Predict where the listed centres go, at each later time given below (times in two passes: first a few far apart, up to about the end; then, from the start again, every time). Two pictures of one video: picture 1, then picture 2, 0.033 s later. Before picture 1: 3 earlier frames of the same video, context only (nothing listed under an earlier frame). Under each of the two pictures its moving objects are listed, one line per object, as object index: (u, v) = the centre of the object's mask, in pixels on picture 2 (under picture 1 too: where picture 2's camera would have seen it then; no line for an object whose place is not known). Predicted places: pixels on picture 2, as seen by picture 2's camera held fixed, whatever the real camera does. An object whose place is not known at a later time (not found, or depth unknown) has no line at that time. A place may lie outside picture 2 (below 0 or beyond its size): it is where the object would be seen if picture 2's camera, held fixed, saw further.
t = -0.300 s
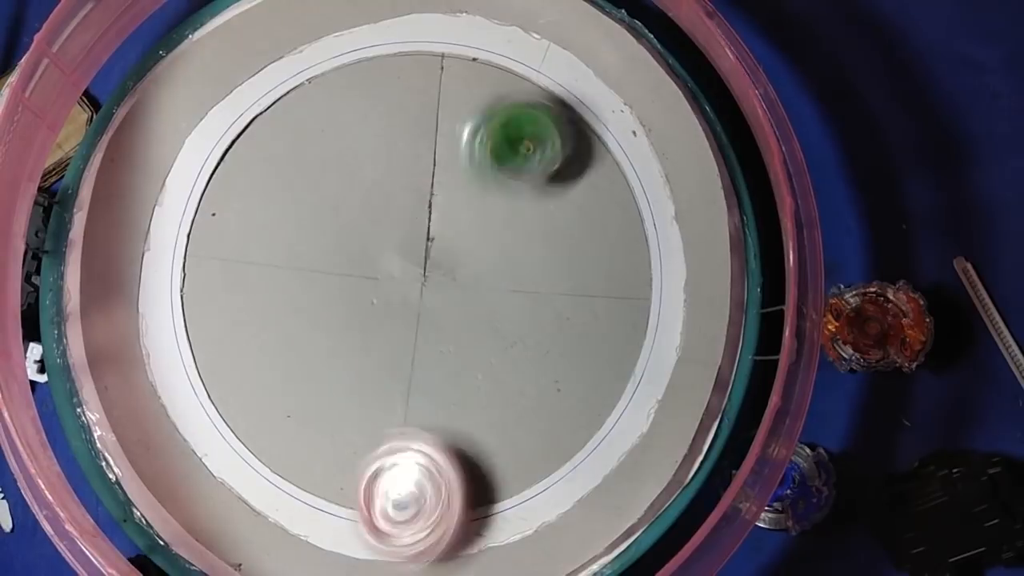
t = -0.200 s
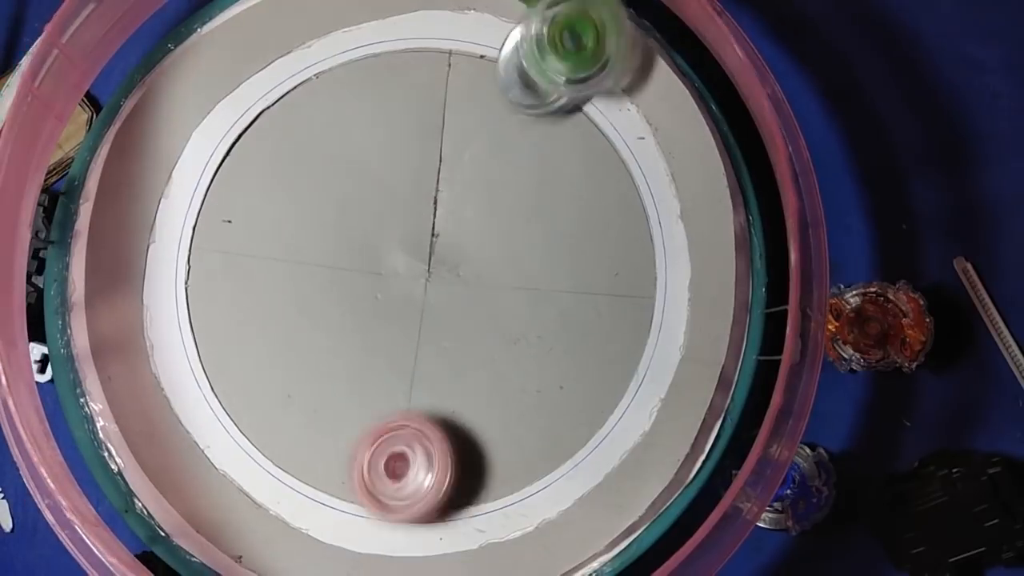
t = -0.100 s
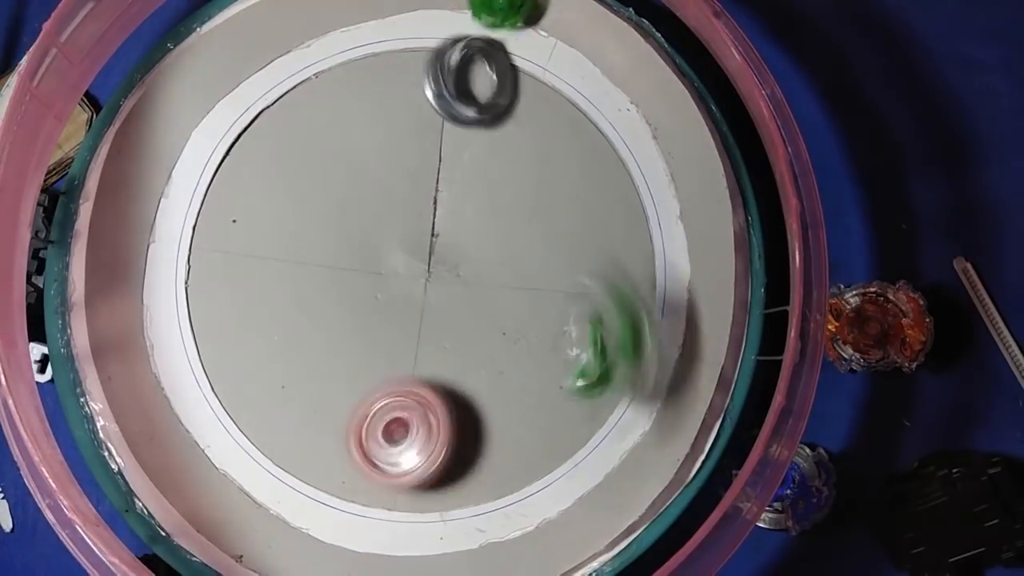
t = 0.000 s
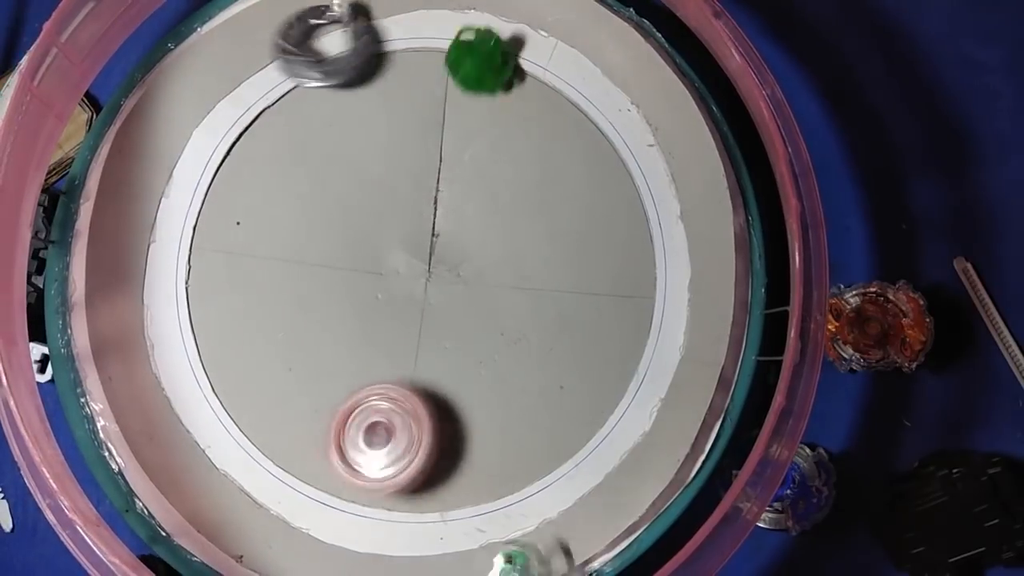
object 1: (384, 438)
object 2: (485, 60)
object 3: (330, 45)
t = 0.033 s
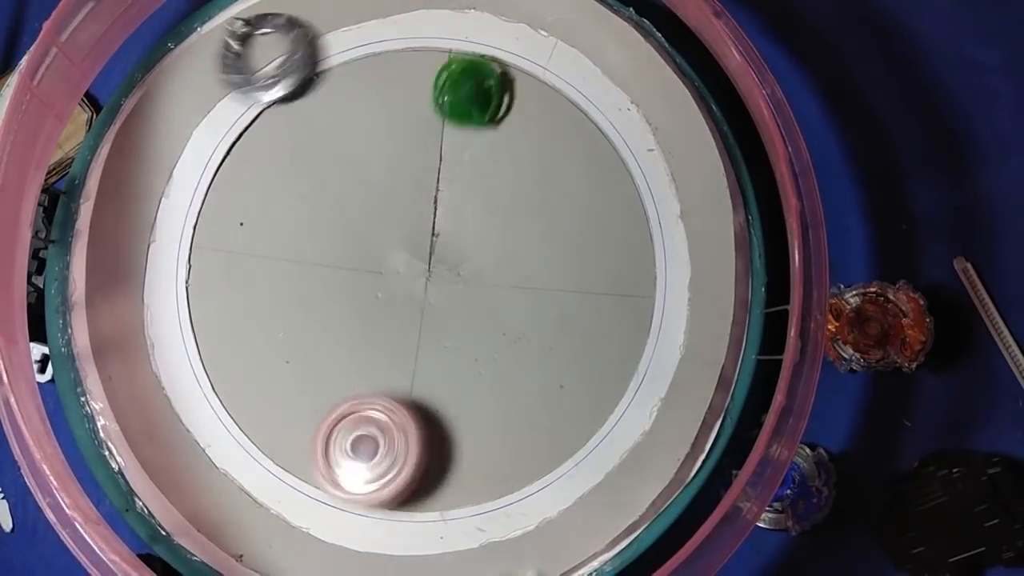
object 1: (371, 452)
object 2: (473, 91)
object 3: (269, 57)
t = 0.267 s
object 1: (283, 439)
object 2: (339, 266)
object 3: (182, 232)
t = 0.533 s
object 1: (163, 396)
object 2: (272, 249)
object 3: (186, 233)
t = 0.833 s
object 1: (107, 309)
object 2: (312, 257)
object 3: (252, 186)
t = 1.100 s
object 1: (253, 340)
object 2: (340, 309)
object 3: (360, 163)
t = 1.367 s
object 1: (420, 286)
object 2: (741, 204)
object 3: (360, 163)
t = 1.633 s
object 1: (478, 133)
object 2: (634, 200)
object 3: (360, 163)
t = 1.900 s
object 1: (404, 92)
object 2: (372, 314)
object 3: (358, 167)
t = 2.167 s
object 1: (461, 251)
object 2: (260, 317)
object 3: (318, 146)
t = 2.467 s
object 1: (513, 314)
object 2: (269, 321)
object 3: (318, 146)
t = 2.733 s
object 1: (451, 283)
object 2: (265, 283)
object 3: (318, 146)
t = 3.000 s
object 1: (341, 260)
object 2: (264, 294)
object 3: (318, 146)
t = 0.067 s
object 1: (351, 468)
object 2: (453, 126)
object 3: (218, 81)
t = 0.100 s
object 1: (325, 485)
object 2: (436, 153)
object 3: (188, 112)
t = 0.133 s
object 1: (322, 472)
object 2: (421, 178)
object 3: (167, 156)
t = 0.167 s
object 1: (320, 456)
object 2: (403, 201)
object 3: (160, 191)
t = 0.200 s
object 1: (313, 445)
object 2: (381, 223)
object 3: (160, 210)
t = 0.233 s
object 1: (301, 438)
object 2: (360, 246)
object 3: (168, 225)
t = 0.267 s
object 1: (283, 439)
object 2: (339, 266)
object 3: (182, 232)
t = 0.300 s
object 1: (262, 439)
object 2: (322, 278)
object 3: (186, 234)
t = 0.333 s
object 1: (247, 440)
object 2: (306, 287)
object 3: (187, 234)
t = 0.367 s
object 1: (233, 442)
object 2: (295, 290)
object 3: (187, 234)
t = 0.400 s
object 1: (216, 440)
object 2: (286, 286)
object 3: (187, 234)
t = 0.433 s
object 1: (197, 433)
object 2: (281, 280)
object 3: (187, 234)
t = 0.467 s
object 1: (180, 423)
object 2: (277, 273)
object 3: (187, 234)
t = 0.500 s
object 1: (177, 411)
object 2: (275, 263)
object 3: (187, 234)
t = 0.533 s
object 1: (163, 396)
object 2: (272, 249)
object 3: (186, 233)
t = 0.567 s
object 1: (163, 384)
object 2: (266, 237)
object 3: (184, 234)
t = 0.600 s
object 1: (168, 379)
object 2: (264, 228)
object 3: (183, 234)
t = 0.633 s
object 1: (166, 367)
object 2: (267, 220)
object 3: (185, 234)
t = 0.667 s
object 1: (157, 349)
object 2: (272, 219)
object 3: (186, 234)
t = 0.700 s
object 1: (153, 331)
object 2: (276, 222)
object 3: (187, 234)
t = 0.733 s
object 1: (146, 312)
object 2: (283, 229)
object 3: (188, 230)
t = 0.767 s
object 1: (143, 296)
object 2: (291, 237)
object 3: (198, 214)
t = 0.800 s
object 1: (122, 295)
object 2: (302, 247)
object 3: (209, 215)
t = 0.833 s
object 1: (107, 309)
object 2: (312, 257)
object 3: (252, 186)
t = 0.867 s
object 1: (103, 323)
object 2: (318, 269)
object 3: (293, 168)
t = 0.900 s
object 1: (116, 335)
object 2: (323, 283)
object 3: (315, 157)
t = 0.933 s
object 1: (134, 346)
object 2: (327, 294)
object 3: (340, 156)
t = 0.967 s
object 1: (150, 350)
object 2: (330, 301)
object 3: (353, 159)
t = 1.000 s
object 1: (173, 354)
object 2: (330, 306)
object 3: (358, 162)
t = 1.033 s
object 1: (195, 349)
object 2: (330, 310)
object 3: (359, 163)
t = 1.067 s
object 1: (225, 346)
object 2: (330, 311)
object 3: (359, 163)
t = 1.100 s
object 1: (253, 340)
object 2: (340, 309)
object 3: (360, 163)
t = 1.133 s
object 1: (266, 336)
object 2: (415, 298)
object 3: (360, 163)
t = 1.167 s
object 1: (287, 332)
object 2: (501, 284)
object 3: (360, 163)
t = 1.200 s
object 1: (305, 326)
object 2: (577, 266)
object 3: (360, 163)
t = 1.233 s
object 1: (325, 320)
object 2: (647, 249)
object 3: (360, 163)
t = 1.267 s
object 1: (348, 313)
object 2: (705, 233)
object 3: (360, 163)
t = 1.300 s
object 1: (372, 305)
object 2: (725, 218)
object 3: (360, 163)
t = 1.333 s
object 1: (396, 296)
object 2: (737, 211)
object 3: (360, 163)
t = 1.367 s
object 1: (420, 286)
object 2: (741, 204)
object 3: (360, 163)
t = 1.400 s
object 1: (435, 271)
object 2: (740, 204)
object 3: (360, 163)
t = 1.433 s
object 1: (448, 259)
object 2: (740, 200)
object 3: (360, 163)
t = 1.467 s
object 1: (464, 243)
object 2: (737, 193)
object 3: (360, 163)
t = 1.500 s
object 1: (474, 223)
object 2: (731, 189)
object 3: (360, 163)
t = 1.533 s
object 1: (477, 199)
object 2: (717, 187)
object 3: (360, 163)
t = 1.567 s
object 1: (479, 177)
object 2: (695, 190)
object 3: (360, 163)
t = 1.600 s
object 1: (480, 154)
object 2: (667, 193)
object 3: (360, 163)
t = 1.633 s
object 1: (478, 133)
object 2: (634, 200)
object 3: (360, 163)
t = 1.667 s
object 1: (474, 114)
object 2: (603, 214)
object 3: (360, 163)
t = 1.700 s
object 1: (468, 100)
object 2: (572, 227)
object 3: (360, 163)
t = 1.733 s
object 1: (461, 84)
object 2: (532, 242)
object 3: (360, 163)
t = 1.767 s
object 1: (451, 69)
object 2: (495, 259)
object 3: (360, 163)
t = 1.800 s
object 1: (438, 61)
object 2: (461, 275)
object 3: (360, 163)
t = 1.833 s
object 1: (426, 66)
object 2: (429, 290)
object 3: (360, 163)
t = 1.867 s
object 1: (417, 77)
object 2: (400, 303)
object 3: (360, 163)
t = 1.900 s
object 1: (404, 92)
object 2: (372, 314)
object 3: (358, 167)
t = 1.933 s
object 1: (402, 110)
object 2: (346, 322)
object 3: (342, 176)
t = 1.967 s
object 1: (417, 137)
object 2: (325, 326)
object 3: (329, 150)
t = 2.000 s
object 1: (424, 167)
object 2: (303, 328)
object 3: (320, 148)
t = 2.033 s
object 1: (427, 195)
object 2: (288, 329)
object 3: (317, 146)
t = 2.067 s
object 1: (437, 214)
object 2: (277, 327)
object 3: (317, 146)
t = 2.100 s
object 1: (443, 228)
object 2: (267, 322)
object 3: (318, 146)
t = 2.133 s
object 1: (452, 239)
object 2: (260, 317)
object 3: (318, 146)
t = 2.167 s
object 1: (461, 251)
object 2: (260, 317)
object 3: (318, 146)
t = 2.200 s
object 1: (470, 265)
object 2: (265, 320)
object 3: (318, 146)
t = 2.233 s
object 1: (479, 274)
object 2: (268, 323)
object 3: (317, 146)
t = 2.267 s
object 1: (491, 283)
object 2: (268, 323)
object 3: (318, 146)
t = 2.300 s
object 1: (498, 291)
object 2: (268, 323)
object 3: (318, 146)
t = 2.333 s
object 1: (504, 298)
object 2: (268, 323)
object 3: (318, 146)
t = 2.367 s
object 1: (509, 304)
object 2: (268, 323)
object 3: (318, 146)
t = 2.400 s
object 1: (513, 309)
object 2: (268, 322)
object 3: (318, 146)
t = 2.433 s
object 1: (514, 313)
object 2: (269, 322)
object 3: (318, 146)
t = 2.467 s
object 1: (513, 314)
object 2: (269, 321)
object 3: (318, 146)
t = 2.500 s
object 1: (512, 315)
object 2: (271, 320)
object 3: (318, 146)
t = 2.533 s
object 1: (506, 314)
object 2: (273, 317)
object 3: (318, 146)
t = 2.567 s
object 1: (499, 311)
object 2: (277, 312)
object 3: (318, 146)
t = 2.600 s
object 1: (491, 309)
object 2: (278, 304)
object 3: (318, 146)
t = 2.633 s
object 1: (482, 304)
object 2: (277, 295)
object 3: (318, 146)
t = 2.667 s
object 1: (473, 299)
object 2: (274, 289)
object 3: (318, 146)
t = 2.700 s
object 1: (463, 293)
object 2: (269, 285)
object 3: (318, 146)
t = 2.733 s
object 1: (451, 283)
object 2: (265, 283)
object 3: (318, 146)
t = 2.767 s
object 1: (437, 277)
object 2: (263, 282)
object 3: (318, 146)
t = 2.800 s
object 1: (420, 274)
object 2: (263, 282)
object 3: (318, 146)
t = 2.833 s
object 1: (401, 267)
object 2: (266, 283)
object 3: (318, 146)
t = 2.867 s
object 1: (385, 264)
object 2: (272, 285)
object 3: (318, 146)
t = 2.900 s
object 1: (373, 264)
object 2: (275, 289)
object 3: (318, 146)
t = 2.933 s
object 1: (358, 263)
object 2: (273, 293)
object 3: (318, 146)
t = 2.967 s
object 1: (348, 263)
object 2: (269, 297)
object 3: (318, 146)
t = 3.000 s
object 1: (341, 260)
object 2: (264, 294)
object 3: (318, 146)
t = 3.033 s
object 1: (344, 256)
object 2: (248, 289)
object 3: (318, 146)
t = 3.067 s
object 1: (352, 246)
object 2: (220, 285)
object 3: (318, 147)
